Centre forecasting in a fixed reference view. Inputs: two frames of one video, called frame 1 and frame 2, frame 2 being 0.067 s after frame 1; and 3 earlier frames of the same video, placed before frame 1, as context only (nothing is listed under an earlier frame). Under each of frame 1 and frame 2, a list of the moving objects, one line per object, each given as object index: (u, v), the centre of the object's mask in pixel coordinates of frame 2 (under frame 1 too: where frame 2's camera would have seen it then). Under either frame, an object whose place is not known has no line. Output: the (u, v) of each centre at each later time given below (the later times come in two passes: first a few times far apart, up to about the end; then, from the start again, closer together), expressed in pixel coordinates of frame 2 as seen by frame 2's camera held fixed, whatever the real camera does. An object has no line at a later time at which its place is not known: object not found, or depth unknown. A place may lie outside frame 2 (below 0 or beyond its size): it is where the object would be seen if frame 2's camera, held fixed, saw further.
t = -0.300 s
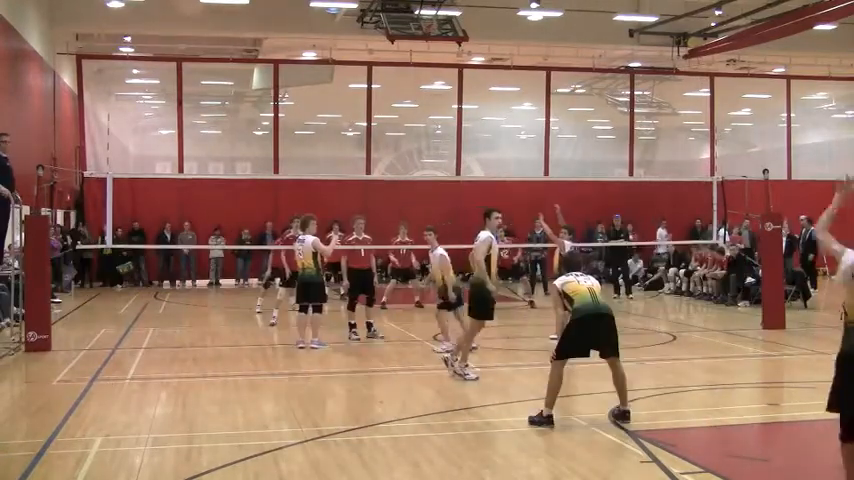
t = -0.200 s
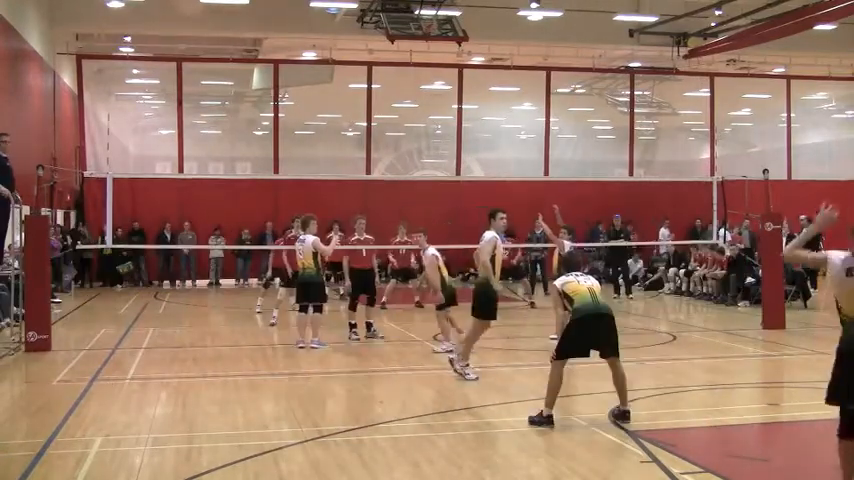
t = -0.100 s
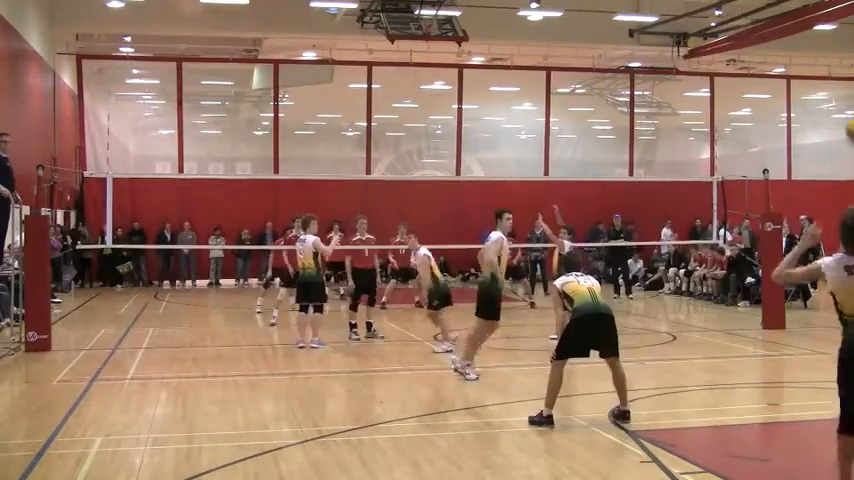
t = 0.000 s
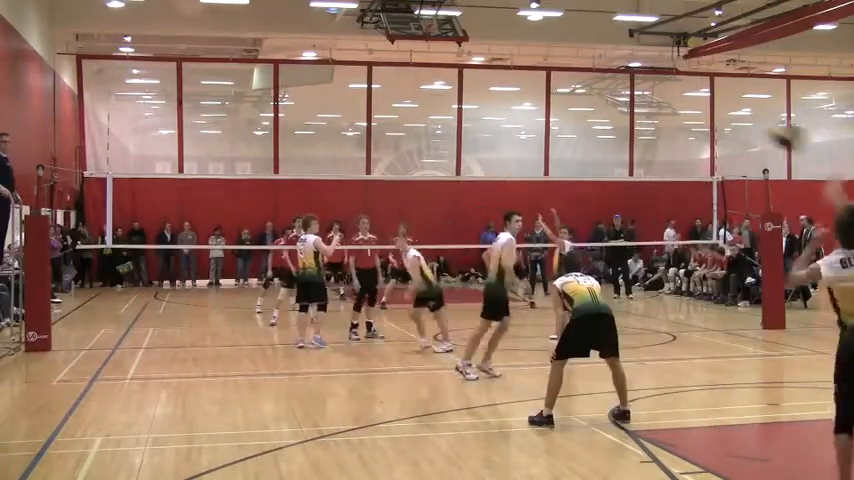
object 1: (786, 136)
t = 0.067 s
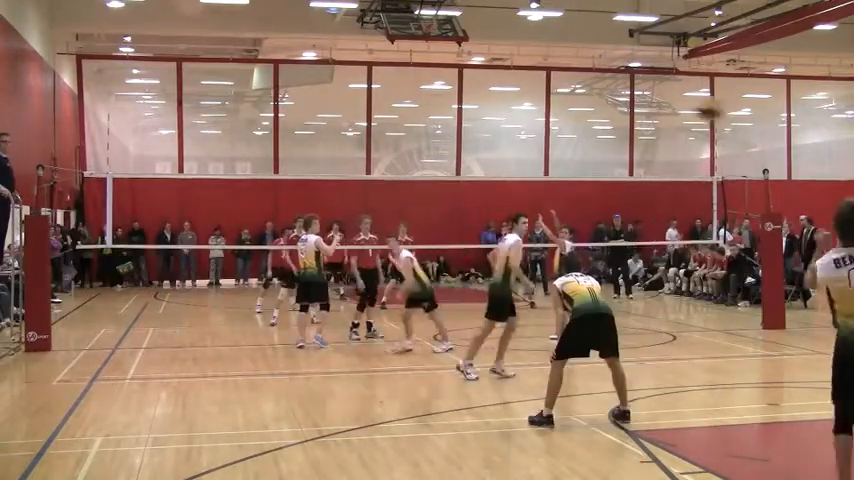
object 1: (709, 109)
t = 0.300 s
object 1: (538, 79)
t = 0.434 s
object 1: (483, 90)
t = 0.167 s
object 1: (617, 85)
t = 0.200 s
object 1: (598, 82)
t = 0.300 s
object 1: (538, 79)
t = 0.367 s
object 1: (510, 84)
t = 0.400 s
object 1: (496, 86)
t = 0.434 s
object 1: (483, 90)
